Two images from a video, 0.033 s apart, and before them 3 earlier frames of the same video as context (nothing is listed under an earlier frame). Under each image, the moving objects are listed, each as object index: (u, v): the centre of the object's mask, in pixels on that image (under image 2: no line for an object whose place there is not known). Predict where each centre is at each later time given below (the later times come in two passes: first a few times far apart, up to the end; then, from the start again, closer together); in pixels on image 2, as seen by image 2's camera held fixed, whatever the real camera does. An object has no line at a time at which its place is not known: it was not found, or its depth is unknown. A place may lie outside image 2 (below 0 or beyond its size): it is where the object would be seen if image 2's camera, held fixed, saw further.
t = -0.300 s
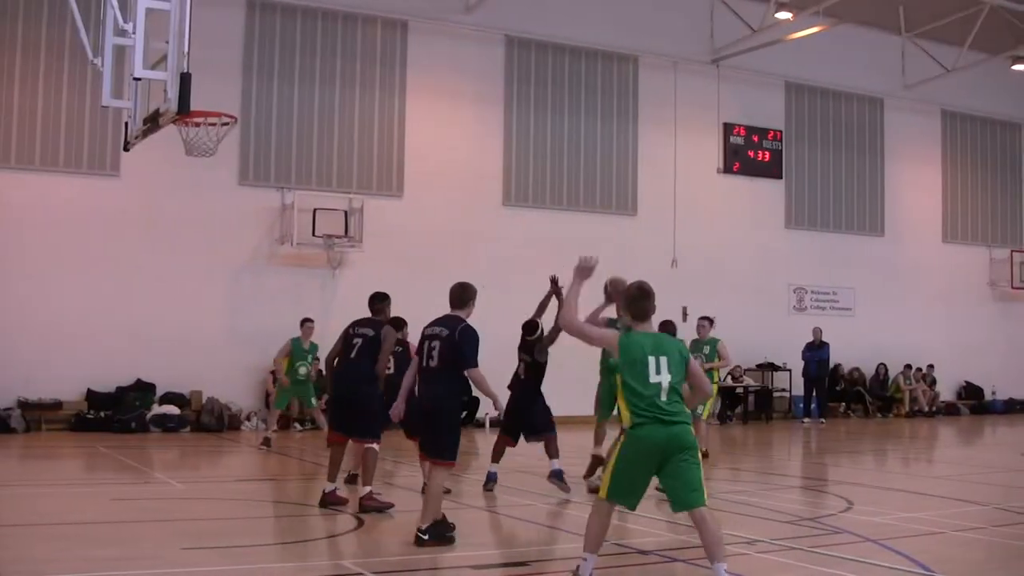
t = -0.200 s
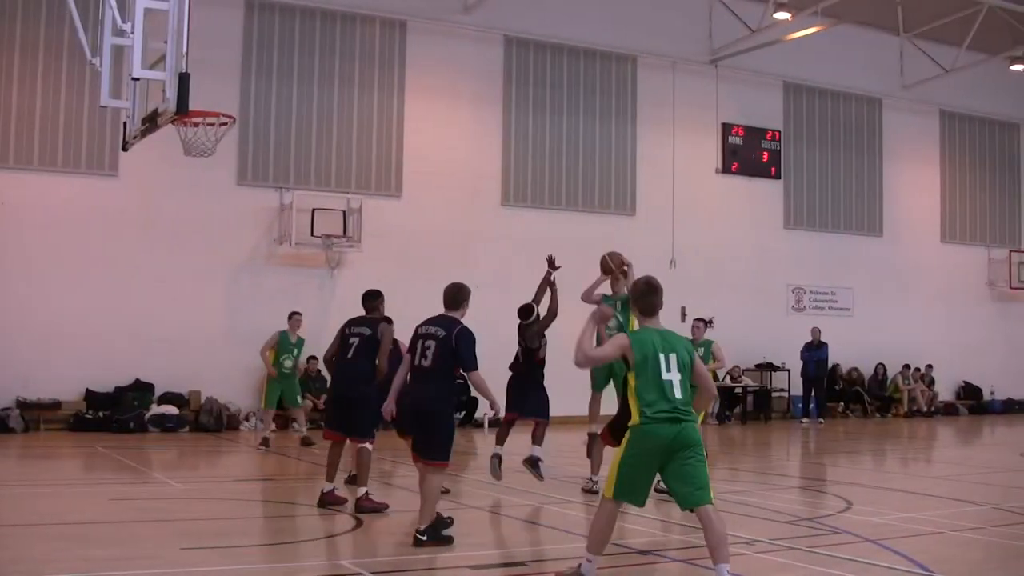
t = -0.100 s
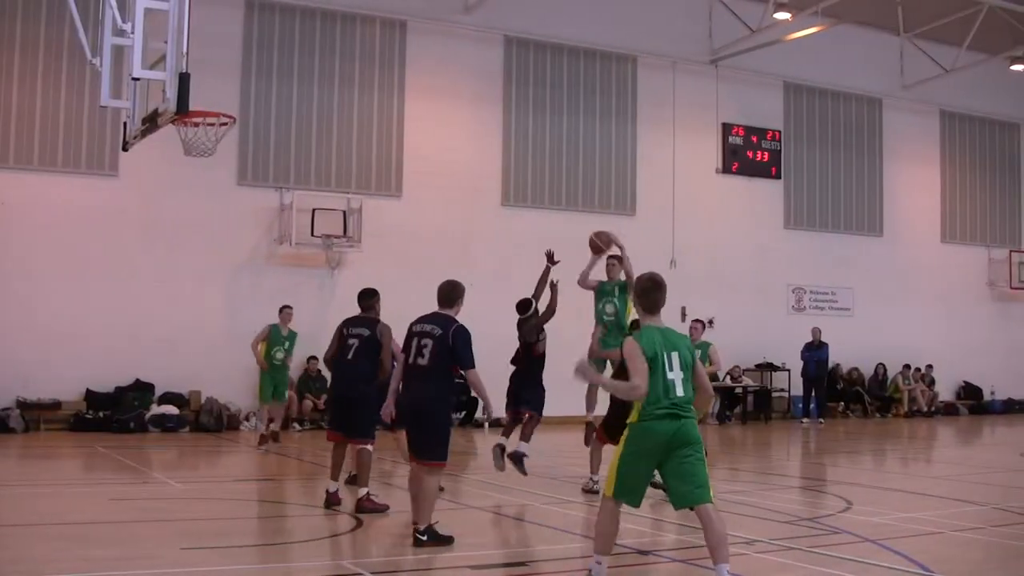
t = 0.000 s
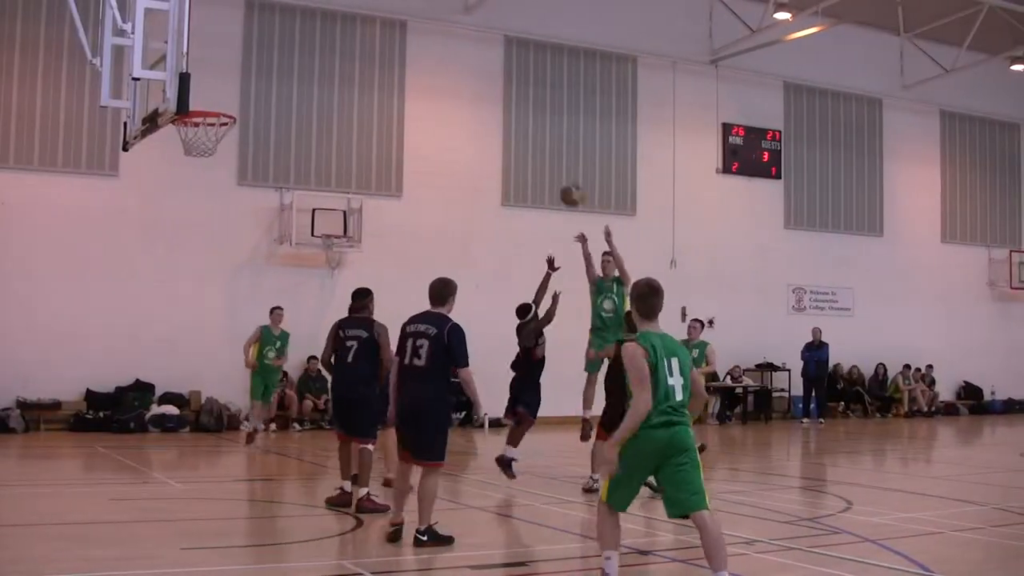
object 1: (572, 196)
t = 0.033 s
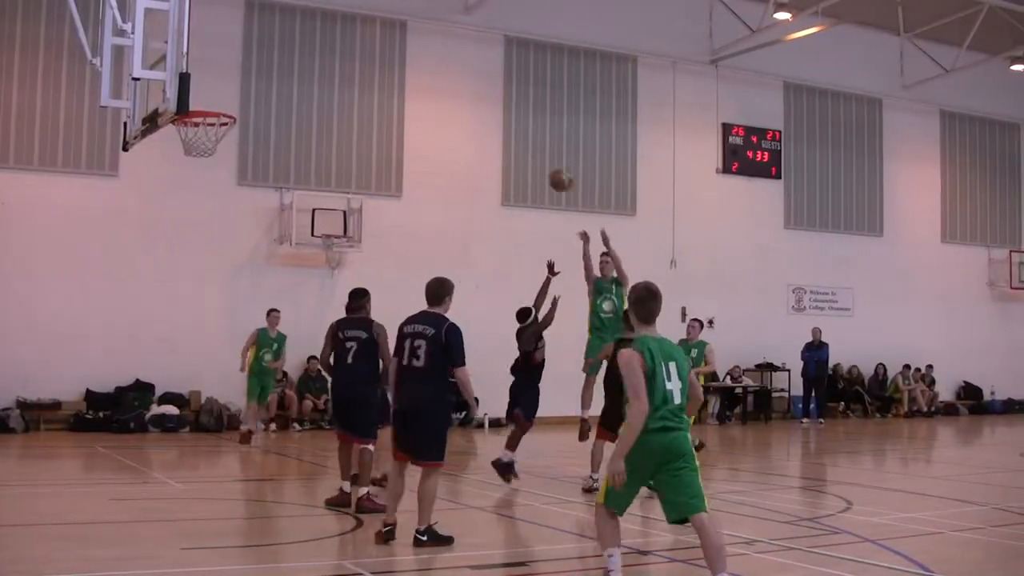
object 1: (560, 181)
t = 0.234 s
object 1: (490, 103)
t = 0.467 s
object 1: (398, 59)
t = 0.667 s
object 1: (307, 67)
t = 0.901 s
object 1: (217, 79)
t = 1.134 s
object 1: (195, 59)
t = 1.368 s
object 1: (213, 93)
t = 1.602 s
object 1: (231, 157)
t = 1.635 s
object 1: (233, 172)
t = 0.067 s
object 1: (549, 166)
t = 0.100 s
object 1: (537, 151)
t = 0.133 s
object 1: (526, 138)
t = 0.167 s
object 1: (513, 126)
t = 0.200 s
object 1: (502, 114)
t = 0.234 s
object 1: (490, 103)
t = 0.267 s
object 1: (478, 94)
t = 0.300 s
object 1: (465, 86)
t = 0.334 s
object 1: (452, 78)
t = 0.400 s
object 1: (426, 66)
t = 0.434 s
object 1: (412, 62)
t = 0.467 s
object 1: (398, 59)
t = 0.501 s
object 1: (383, 59)
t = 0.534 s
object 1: (368, 57)
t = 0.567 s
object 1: (353, 58)
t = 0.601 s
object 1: (338, 60)
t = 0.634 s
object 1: (323, 63)
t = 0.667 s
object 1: (307, 67)
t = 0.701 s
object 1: (290, 74)
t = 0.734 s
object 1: (271, 82)
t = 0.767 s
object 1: (256, 91)
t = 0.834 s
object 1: (230, 96)
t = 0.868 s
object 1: (224, 87)
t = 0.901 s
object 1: (217, 79)
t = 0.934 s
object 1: (211, 73)
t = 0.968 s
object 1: (204, 68)
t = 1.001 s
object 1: (200, 64)
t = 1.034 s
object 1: (197, 62)
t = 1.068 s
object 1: (193, 61)
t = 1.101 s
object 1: (192, 59)
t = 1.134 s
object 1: (195, 59)
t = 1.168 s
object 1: (196, 59)
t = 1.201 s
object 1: (198, 61)
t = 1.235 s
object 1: (200, 64)
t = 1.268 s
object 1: (203, 69)
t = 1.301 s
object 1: (206, 76)
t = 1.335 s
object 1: (210, 84)
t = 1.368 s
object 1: (213, 93)
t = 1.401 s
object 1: (217, 103)
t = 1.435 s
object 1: (219, 109)
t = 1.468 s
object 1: (221, 115)
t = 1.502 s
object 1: (224, 123)
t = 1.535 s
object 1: (226, 132)
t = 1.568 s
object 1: (228, 144)
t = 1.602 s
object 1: (231, 157)
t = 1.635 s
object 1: (233, 172)
